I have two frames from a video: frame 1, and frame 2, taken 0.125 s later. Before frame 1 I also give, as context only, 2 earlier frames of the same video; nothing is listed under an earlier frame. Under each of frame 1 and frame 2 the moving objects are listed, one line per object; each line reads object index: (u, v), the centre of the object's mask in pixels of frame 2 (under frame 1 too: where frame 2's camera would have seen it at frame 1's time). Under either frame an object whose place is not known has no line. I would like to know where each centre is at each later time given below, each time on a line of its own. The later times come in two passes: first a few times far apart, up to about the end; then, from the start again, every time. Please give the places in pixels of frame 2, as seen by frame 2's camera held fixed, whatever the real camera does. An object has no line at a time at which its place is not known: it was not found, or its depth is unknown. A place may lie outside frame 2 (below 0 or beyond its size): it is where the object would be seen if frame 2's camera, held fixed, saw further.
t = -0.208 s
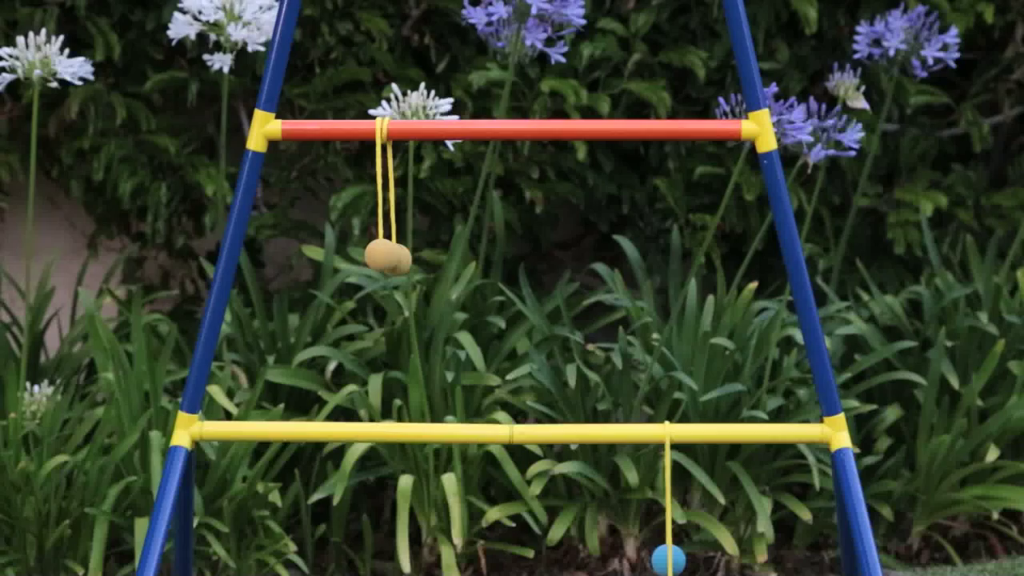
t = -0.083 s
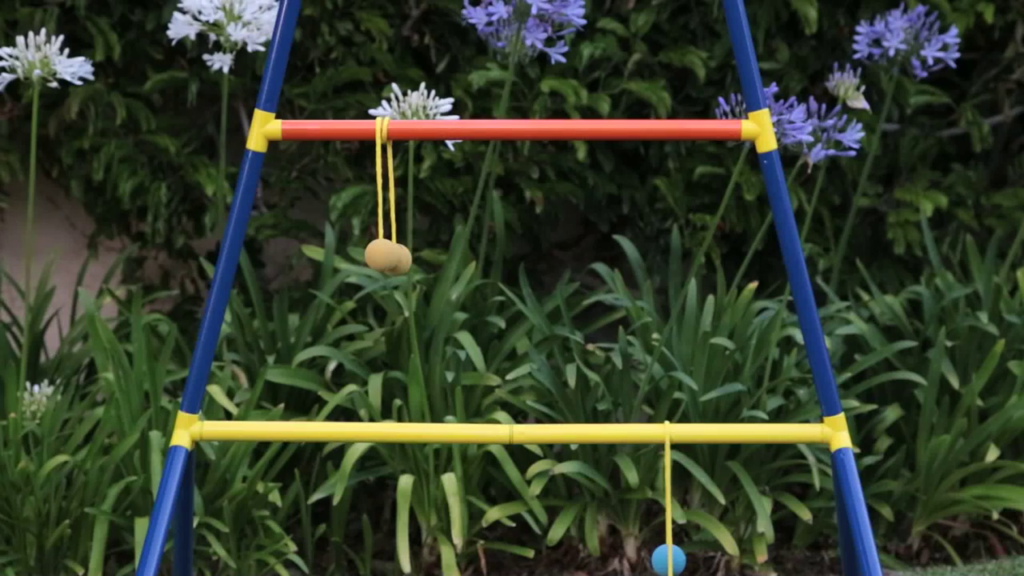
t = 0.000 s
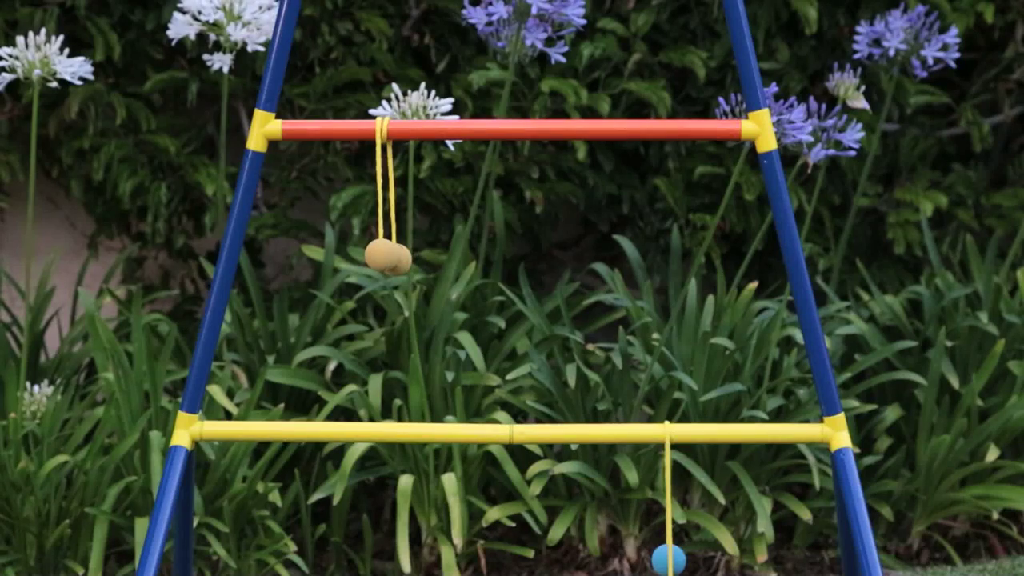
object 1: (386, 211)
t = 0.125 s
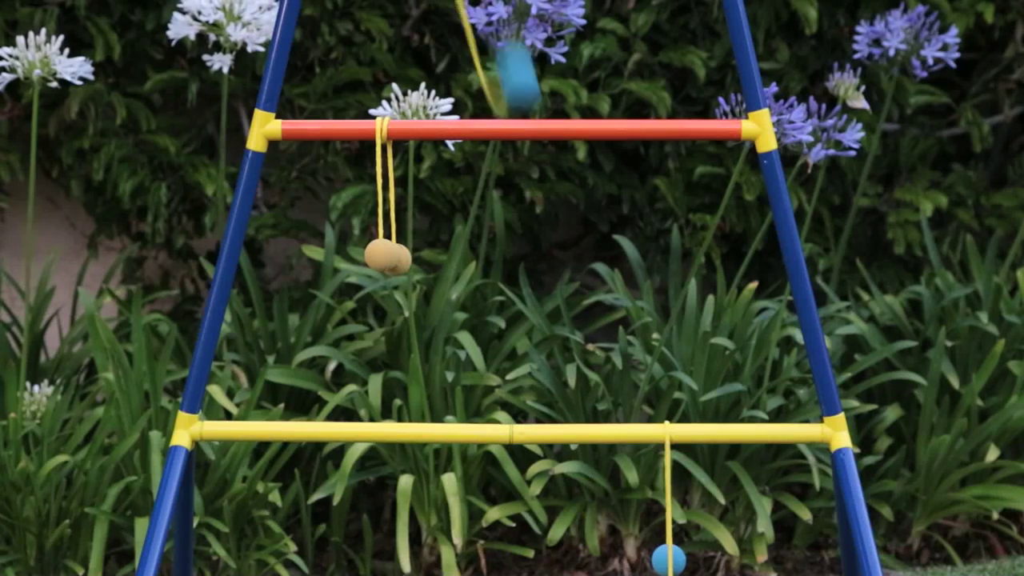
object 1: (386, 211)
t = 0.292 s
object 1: (386, 211)
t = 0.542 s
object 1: (386, 211)
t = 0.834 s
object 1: (386, 211)
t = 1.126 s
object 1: (386, 211)
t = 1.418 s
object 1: (386, 211)
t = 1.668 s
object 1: (386, 211)
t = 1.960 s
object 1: (373, 210)
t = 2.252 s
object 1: (391, 211)
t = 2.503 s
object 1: (394, 211)
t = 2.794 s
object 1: (375, 212)
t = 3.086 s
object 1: (393, 209)
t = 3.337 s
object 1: (390, 211)
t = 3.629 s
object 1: (378, 211)
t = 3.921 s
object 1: (393, 209)
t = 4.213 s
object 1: (383, 212)
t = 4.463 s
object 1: (382, 210)
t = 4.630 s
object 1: (390, 210)
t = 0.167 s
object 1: (386, 211)
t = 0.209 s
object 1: (386, 212)
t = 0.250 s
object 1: (386, 212)
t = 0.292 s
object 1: (386, 211)
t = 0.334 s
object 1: (386, 211)
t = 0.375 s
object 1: (386, 211)
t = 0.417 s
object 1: (386, 211)
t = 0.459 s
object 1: (386, 211)
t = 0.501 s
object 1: (386, 211)
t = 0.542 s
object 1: (386, 211)
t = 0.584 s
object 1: (386, 211)
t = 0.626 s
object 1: (386, 212)
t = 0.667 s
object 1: (386, 211)
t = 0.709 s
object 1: (386, 212)
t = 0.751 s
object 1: (386, 211)
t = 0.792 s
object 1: (386, 211)
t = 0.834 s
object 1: (386, 211)
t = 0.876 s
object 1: (386, 211)
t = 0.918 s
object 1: (386, 211)
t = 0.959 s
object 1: (386, 211)
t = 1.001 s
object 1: (386, 211)
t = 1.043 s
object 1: (386, 212)
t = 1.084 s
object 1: (386, 211)
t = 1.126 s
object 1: (386, 211)
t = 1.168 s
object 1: (386, 211)
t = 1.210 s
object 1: (386, 211)
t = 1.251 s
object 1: (386, 211)
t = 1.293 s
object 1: (386, 211)
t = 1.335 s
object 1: (386, 211)
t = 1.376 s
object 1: (386, 211)
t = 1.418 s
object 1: (386, 211)
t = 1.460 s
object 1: (386, 212)
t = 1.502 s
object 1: (386, 212)
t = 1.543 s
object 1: (386, 211)
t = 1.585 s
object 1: (386, 212)
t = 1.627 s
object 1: (386, 212)
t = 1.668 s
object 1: (386, 211)
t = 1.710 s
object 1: (386, 211)
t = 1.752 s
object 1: (386, 211)
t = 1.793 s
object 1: (386, 211)
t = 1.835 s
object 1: (382, 211)
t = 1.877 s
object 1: (378, 210)
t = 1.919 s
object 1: (375, 210)
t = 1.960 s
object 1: (373, 210)
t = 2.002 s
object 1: (373, 210)
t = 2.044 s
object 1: (374, 210)
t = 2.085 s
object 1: (376, 209)
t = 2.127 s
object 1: (379, 209)
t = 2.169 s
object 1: (383, 211)
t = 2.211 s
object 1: (387, 211)
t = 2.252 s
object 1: (391, 211)
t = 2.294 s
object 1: (394, 211)
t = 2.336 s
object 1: (397, 210)
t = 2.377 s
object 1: (393, 217)
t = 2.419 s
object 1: (393, 217)
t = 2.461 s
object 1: (404, 215)
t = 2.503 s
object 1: (394, 211)
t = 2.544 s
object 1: (391, 213)
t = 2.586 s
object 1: (387, 213)
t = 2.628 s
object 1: (383, 213)
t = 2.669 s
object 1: (380, 213)
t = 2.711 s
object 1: (377, 212)
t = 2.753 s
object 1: (375, 212)
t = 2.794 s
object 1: (375, 212)
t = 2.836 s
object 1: (376, 211)
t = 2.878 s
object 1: (377, 210)
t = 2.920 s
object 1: (380, 209)
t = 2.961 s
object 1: (383, 209)
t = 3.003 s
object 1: (387, 209)
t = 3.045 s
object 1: (390, 209)
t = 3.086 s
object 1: (393, 209)
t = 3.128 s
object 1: (395, 208)
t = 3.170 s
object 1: (396, 208)
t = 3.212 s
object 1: (396, 209)
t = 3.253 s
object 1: (395, 210)
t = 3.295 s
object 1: (393, 211)
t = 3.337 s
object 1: (390, 211)
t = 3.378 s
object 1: (386, 213)
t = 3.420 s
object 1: (383, 212)
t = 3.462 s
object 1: (380, 212)
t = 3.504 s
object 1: (378, 212)
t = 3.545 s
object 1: (377, 212)
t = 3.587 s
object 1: (377, 212)
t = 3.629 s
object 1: (378, 211)
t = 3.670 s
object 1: (380, 211)
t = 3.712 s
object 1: (382, 210)
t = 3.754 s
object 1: (385, 210)
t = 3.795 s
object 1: (387, 210)
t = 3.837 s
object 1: (390, 209)
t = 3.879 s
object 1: (392, 209)
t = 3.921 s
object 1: (393, 209)
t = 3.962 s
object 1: (394, 209)
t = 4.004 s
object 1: (394, 210)
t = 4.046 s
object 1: (392, 210)
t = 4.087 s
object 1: (391, 210)
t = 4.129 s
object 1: (388, 212)
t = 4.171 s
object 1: (386, 211)
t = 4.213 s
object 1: (383, 212)
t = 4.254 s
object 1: (381, 212)
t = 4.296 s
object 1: (380, 211)
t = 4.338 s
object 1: (379, 211)
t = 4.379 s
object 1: (379, 211)
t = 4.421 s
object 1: (380, 211)
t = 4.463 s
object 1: (382, 210)
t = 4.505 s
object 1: (384, 210)
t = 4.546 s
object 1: (386, 210)
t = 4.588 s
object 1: (388, 210)
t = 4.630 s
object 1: (390, 210)
